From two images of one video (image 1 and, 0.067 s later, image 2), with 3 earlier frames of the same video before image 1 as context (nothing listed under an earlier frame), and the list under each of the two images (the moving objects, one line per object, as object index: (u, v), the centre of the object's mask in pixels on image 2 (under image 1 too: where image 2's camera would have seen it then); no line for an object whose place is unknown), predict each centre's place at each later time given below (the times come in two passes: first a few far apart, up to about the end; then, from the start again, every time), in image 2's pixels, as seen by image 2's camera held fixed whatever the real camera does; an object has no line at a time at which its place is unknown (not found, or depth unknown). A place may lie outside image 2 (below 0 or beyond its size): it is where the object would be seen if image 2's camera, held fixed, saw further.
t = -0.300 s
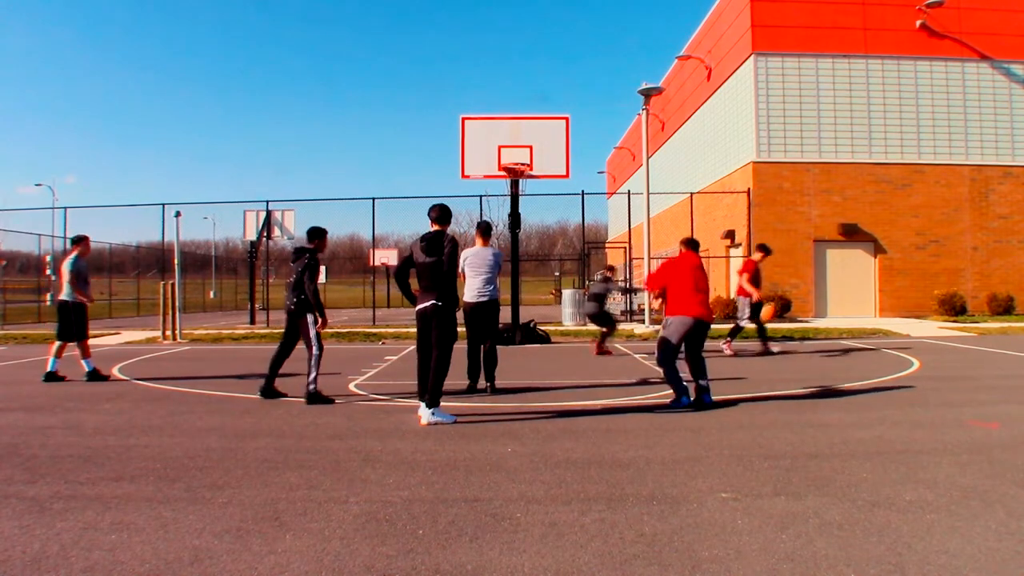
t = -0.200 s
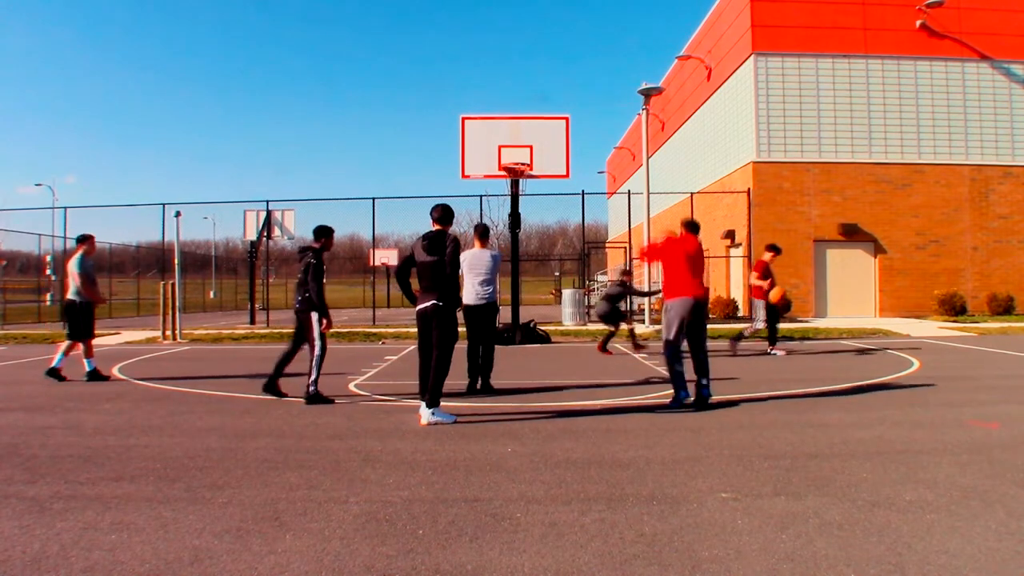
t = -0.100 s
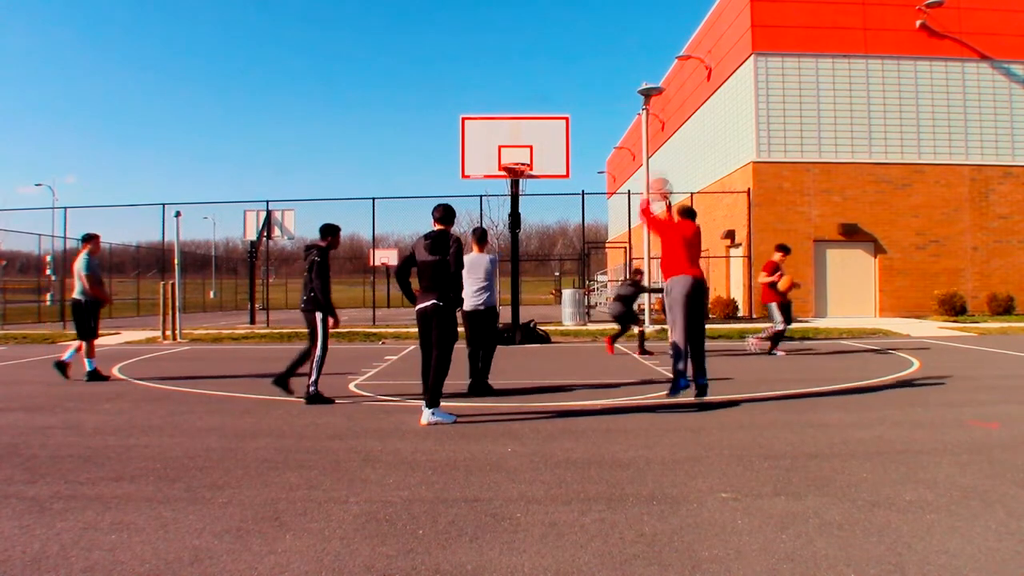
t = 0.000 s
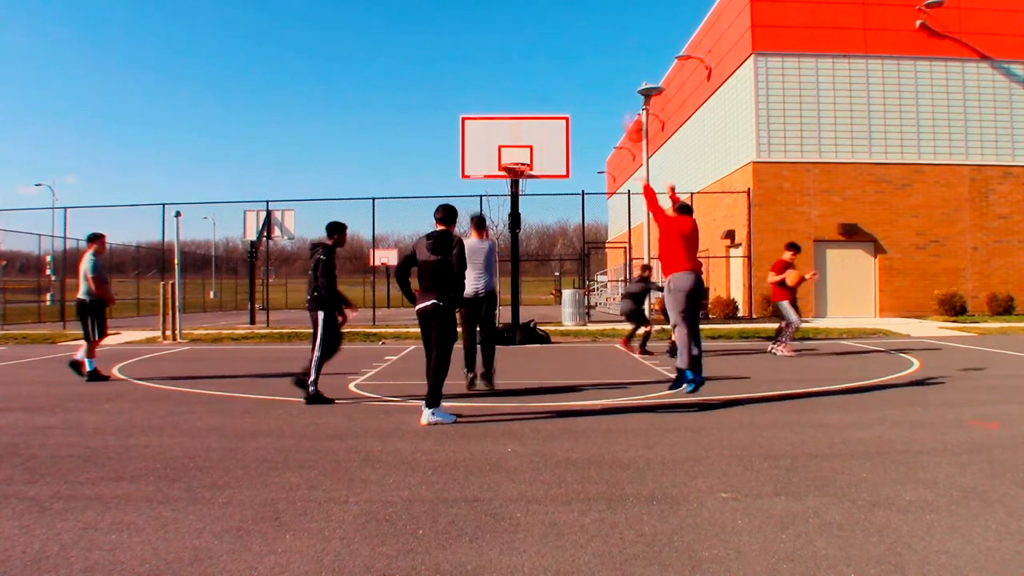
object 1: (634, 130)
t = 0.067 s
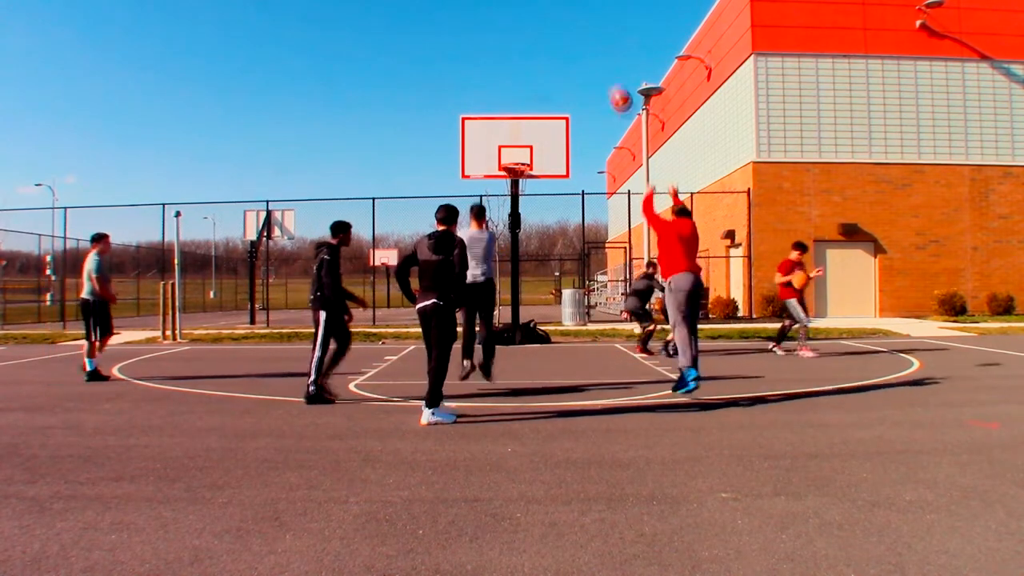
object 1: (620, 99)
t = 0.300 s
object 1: (580, 38)
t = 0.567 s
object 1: (546, 28)
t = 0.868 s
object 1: (518, 73)
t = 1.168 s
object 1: (495, 159)
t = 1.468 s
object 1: (431, 174)
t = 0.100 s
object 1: (614, 87)
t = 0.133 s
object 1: (608, 76)
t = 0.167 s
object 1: (602, 66)
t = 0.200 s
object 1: (596, 57)
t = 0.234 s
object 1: (590, 49)
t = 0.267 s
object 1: (585, 43)
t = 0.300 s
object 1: (580, 38)
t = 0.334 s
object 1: (575, 33)
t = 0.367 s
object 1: (571, 30)
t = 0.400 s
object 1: (566, 28)
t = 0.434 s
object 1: (562, 26)
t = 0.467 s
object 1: (558, 26)
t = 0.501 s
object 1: (554, 26)
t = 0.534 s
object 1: (550, 27)
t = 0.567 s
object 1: (546, 28)
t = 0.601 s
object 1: (543, 31)
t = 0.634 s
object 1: (539, 34)
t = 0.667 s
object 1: (536, 38)
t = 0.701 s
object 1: (533, 42)
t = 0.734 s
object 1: (529, 47)
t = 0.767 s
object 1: (526, 53)
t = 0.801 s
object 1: (523, 59)
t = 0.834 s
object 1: (521, 66)
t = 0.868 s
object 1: (518, 73)
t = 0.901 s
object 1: (515, 81)
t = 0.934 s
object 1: (512, 90)
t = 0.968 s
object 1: (510, 98)
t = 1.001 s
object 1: (507, 107)
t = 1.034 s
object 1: (505, 117)
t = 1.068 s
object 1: (504, 129)
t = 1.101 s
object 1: (501, 139)
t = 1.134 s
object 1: (499, 152)
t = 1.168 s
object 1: (495, 159)
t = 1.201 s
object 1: (488, 159)
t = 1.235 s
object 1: (480, 159)
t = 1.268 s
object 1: (473, 160)
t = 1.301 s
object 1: (466, 161)
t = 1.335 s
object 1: (457, 163)
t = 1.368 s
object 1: (451, 165)
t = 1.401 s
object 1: (444, 167)
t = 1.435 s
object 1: (438, 170)
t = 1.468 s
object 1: (431, 174)
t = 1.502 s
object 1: (425, 178)
